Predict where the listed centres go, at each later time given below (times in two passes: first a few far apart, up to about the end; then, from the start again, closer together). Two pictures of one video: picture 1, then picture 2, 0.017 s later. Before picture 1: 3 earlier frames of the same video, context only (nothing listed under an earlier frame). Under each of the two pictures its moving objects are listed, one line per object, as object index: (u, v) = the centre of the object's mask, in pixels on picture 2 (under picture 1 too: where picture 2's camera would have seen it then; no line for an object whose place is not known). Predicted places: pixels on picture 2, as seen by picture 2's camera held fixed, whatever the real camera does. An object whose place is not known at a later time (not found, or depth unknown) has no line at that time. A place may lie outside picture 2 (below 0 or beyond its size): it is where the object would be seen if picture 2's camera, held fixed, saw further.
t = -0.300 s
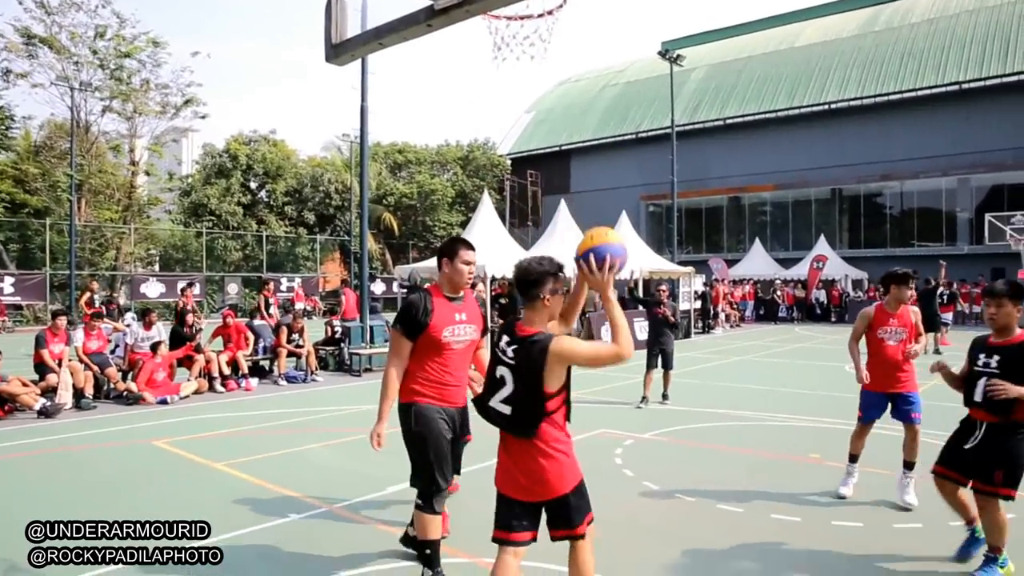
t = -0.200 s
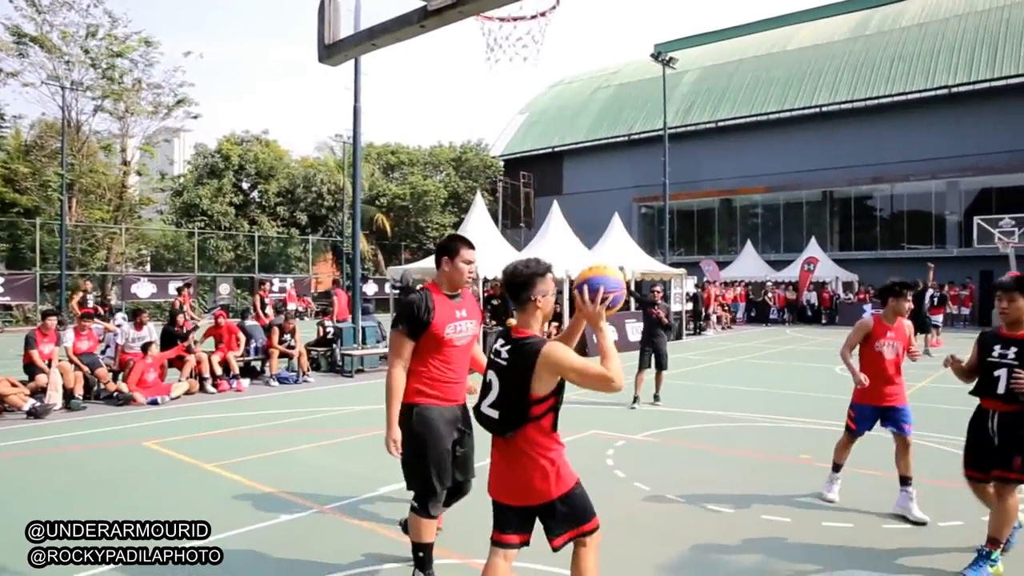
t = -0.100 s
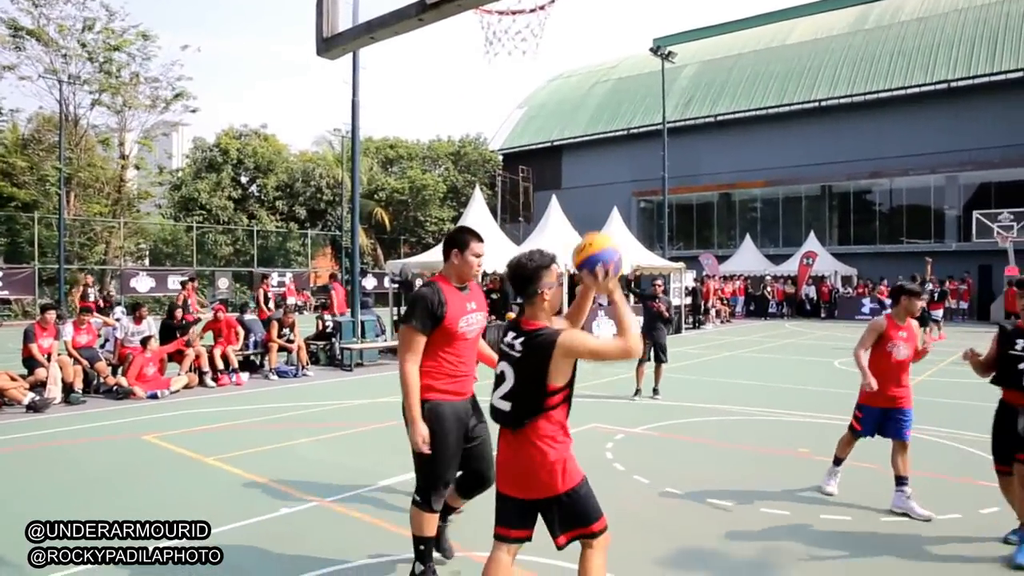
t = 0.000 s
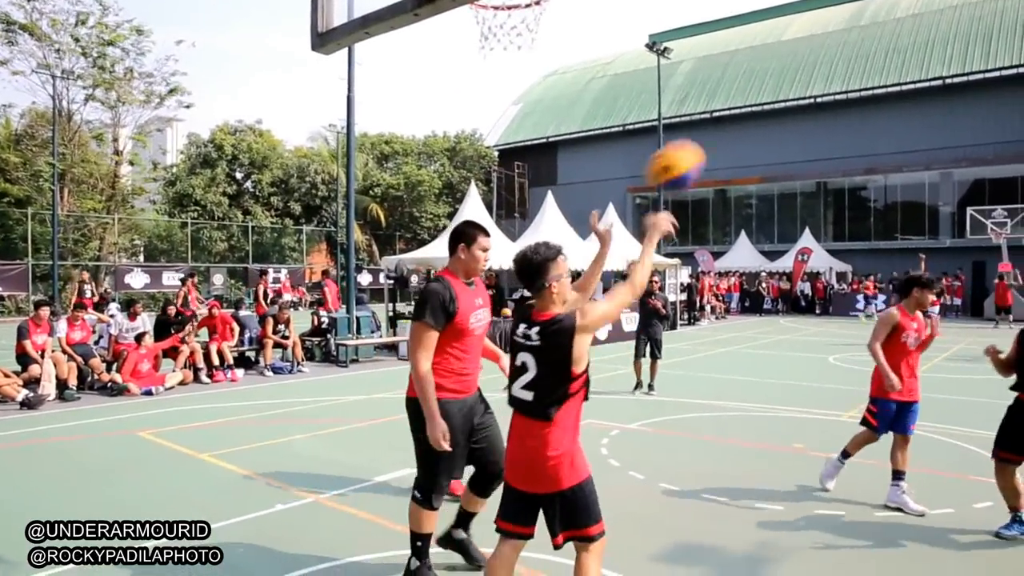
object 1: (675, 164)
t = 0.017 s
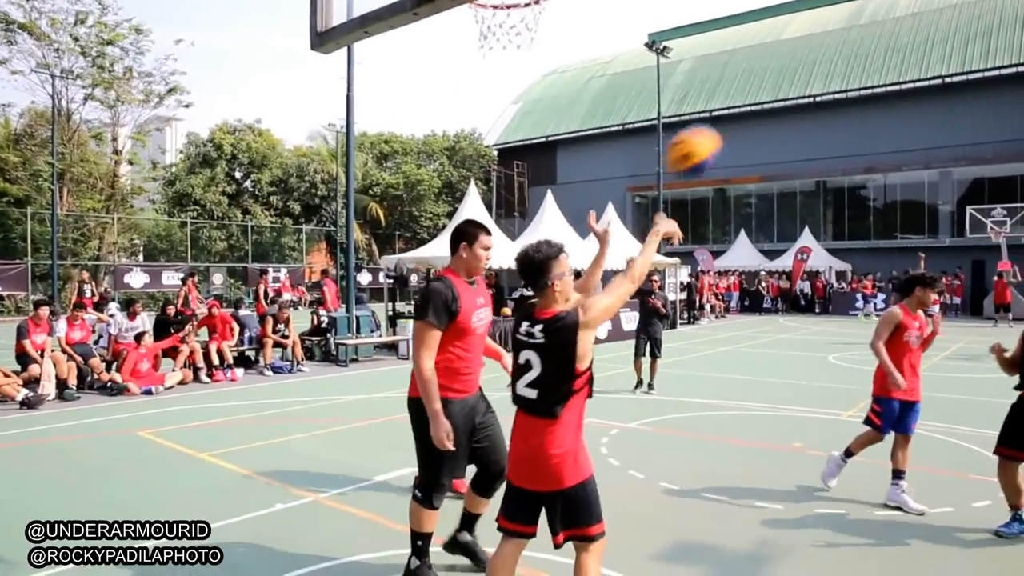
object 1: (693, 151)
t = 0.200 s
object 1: (854, 48)
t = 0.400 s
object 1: (983, 21)
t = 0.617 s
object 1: (1089, 57)
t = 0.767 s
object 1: (1150, 108)
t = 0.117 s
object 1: (788, 85)
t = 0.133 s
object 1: (801, 75)
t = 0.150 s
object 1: (815, 68)
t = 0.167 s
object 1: (829, 61)
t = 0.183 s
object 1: (841, 54)
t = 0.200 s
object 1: (854, 48)
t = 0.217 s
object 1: (866, 43)
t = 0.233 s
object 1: (878, 39)
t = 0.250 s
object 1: (890, 35)
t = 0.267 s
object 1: (902, 31)
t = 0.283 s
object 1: (913, 28)
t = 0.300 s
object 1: (923, 26)
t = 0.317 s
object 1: (934, 24)
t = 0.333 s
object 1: (944, 23)
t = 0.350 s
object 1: (954, 22)
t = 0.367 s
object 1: (965, 21)
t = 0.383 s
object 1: (974, 21)
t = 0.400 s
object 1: (983, 21)
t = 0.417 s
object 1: (992, 22)
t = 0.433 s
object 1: (1001, 23)
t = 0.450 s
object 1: (1009, 24)
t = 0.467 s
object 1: (1018, 26)
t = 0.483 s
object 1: (1026, 28)
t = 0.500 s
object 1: (1034, 30)
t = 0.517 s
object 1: (1043, 33)
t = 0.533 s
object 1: (1051, 36)
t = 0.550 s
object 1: (1059, 40)
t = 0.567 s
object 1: (1067, 43)
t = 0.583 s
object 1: (1074, 47)
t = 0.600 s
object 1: (1082, 52)
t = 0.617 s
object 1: (1089, 57)
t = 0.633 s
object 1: (1096, 63)
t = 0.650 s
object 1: (1103, 67)
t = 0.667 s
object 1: (1110, 73)
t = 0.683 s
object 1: (1117, 78)
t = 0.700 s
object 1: (1124, 84)
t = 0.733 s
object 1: (1137, 95)
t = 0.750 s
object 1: (1144, 102)
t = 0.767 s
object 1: (1150, 108)
